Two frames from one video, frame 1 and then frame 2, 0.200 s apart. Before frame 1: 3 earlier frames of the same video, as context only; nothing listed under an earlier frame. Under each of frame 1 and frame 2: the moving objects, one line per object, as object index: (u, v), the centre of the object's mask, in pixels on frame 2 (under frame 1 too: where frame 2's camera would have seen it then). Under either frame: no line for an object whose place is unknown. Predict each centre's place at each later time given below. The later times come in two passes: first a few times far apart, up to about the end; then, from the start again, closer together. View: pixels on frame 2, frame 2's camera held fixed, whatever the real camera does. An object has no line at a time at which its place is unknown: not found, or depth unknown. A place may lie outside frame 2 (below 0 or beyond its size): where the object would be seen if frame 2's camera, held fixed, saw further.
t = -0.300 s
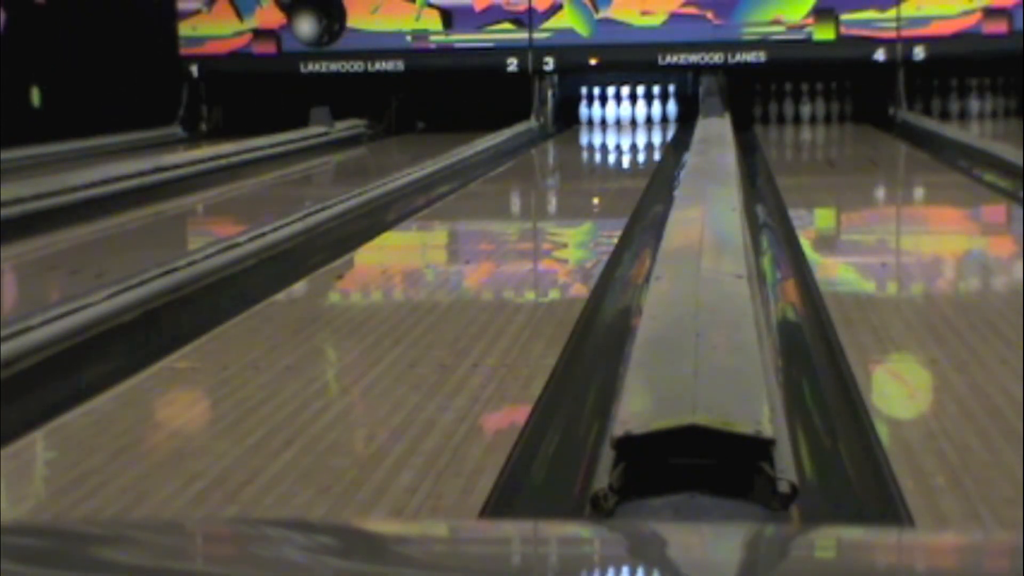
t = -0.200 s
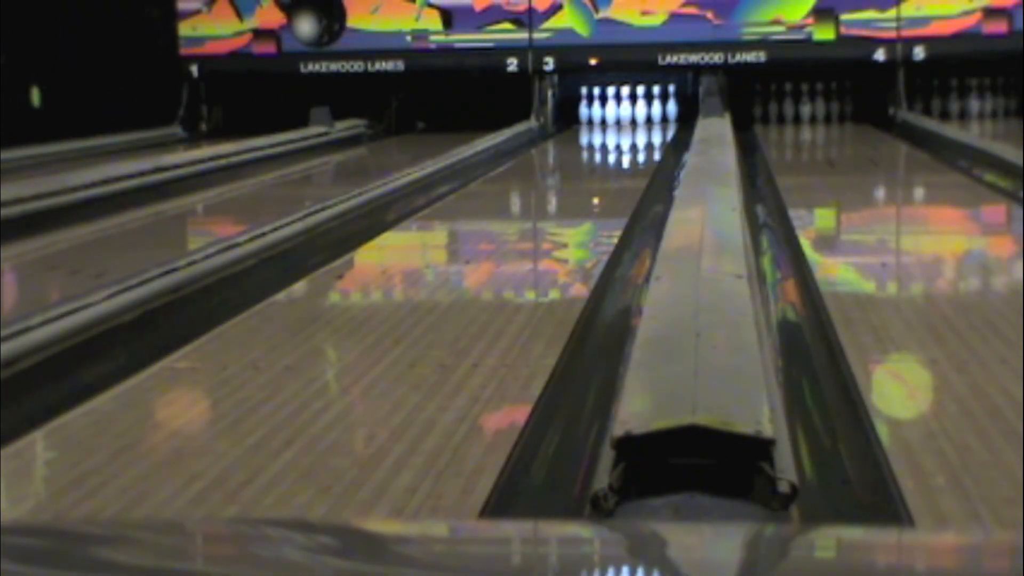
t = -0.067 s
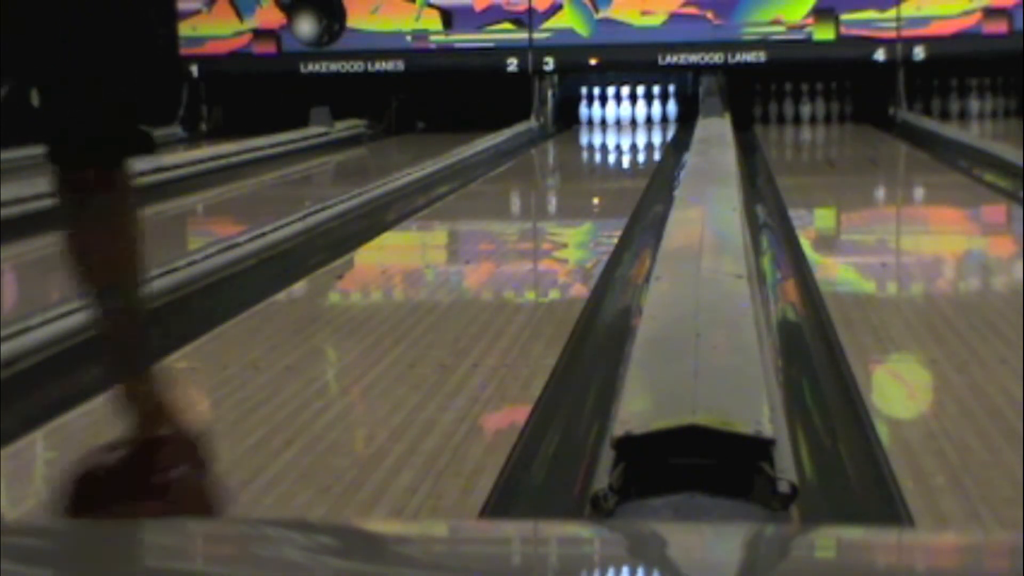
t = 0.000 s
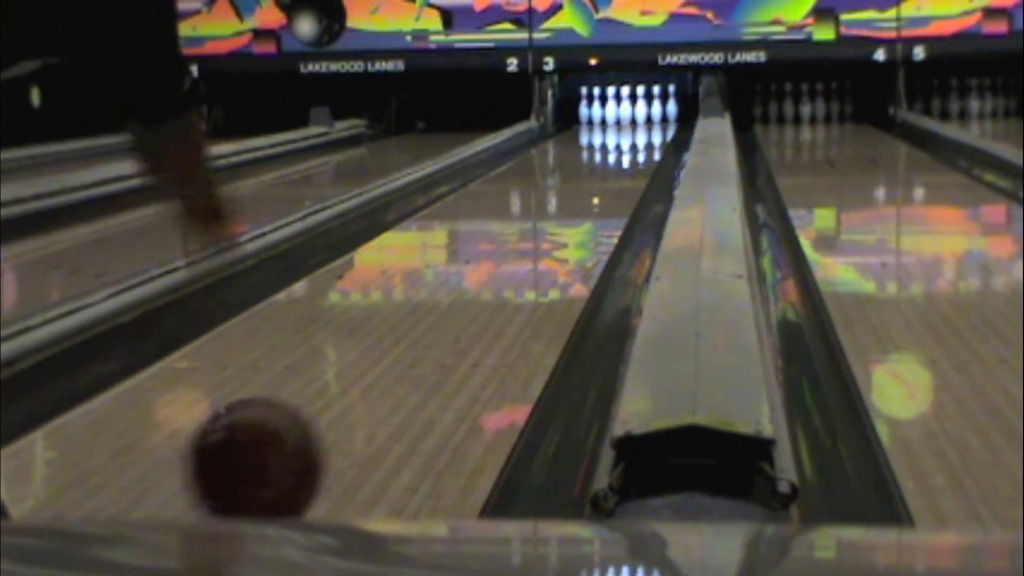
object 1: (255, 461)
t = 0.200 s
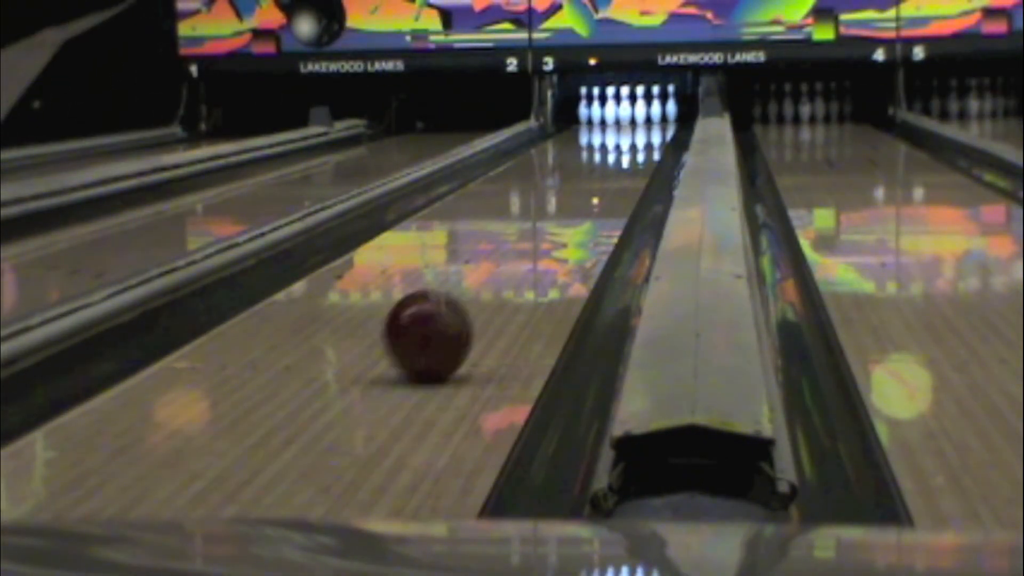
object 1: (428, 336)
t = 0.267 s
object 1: (462, 306)
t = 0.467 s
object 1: (529, 245)
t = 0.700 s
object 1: (575, 202)
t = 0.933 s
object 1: (603, 175)
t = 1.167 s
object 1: (620, 156)
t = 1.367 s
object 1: (630, 144)
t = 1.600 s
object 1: (636, 133)
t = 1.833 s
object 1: (638, 125)
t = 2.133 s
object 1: (634, 118)
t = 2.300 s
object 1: (633, 115)
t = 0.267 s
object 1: (462, 306)
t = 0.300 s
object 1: (476, 293)
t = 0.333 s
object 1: (488, 281)
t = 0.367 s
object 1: (500, 270)
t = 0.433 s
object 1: (520, 253)
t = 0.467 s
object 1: (529, 245)
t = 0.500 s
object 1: (537, 237)
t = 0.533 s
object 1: (545, 230)
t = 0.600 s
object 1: (558, 218)
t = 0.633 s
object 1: (564, 212)
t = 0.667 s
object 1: (570, 207)
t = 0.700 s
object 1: (575, 202)
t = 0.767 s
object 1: (584, 193)
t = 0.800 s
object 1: (588, 188)
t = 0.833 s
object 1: (592, 185)
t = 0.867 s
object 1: (596, 182)
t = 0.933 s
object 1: (603, 175)
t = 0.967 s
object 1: (605, 172)
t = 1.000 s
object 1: (608, 168)
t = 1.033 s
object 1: (611, 166)
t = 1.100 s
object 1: (616, 160)
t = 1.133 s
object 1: (619, 158)
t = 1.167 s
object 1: (620, 156)
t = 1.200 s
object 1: (622, 154)
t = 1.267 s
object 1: (625, 150)
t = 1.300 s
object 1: (627, 148)
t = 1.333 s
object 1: (629, 146)
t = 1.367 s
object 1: (630, 144)
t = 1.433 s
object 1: (632, 140)
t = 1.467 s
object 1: (633, 139)
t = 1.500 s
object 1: (634, 137)
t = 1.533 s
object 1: (635, 136)
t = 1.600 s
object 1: (636, 133)
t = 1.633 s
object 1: (637, 132)
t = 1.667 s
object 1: (637, 131)
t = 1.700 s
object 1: (638, 130)
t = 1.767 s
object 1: (638, 127)
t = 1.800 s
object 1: (638, 126)
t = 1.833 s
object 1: (638, 125)
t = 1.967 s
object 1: (637, 122)
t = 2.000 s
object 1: (637, 121)
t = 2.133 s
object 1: (634, 118)
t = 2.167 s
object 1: (632, 117)
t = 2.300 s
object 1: (633, 115)
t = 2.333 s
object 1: (633, 115)
